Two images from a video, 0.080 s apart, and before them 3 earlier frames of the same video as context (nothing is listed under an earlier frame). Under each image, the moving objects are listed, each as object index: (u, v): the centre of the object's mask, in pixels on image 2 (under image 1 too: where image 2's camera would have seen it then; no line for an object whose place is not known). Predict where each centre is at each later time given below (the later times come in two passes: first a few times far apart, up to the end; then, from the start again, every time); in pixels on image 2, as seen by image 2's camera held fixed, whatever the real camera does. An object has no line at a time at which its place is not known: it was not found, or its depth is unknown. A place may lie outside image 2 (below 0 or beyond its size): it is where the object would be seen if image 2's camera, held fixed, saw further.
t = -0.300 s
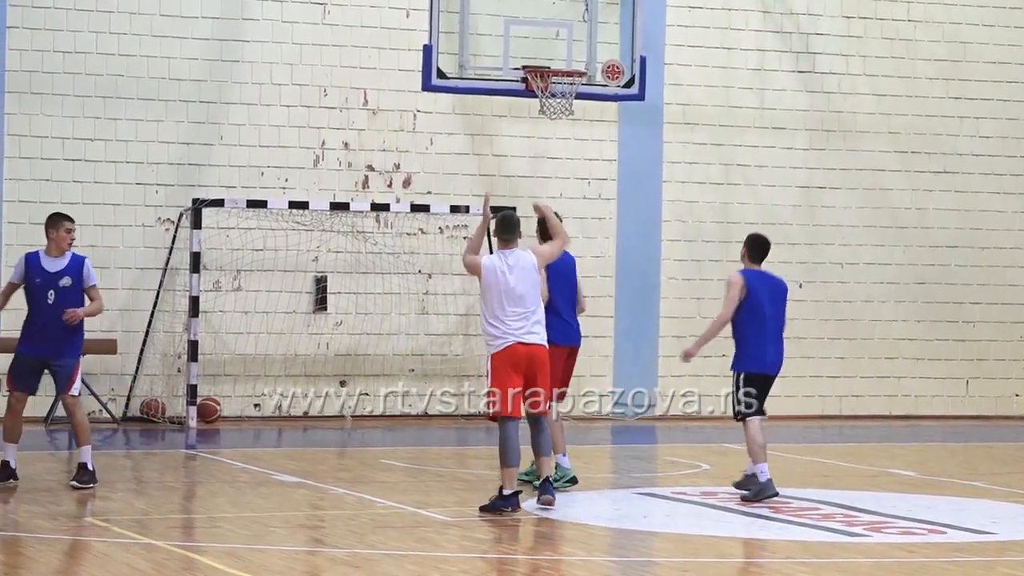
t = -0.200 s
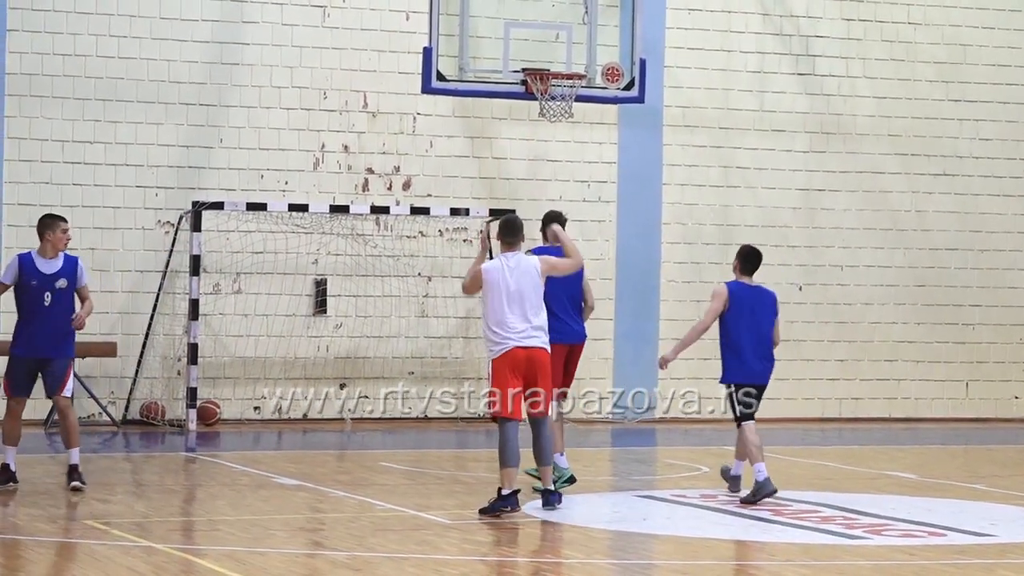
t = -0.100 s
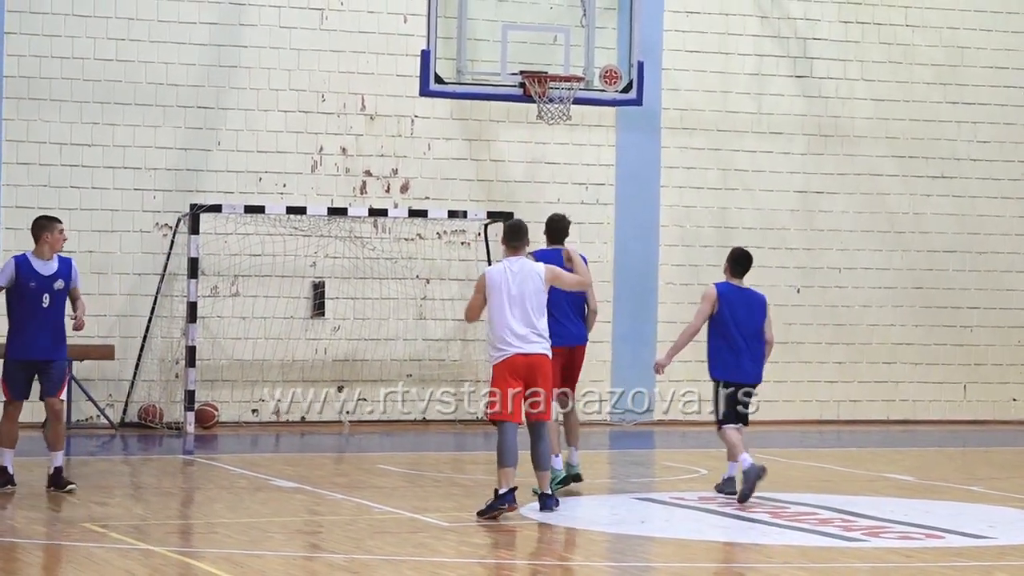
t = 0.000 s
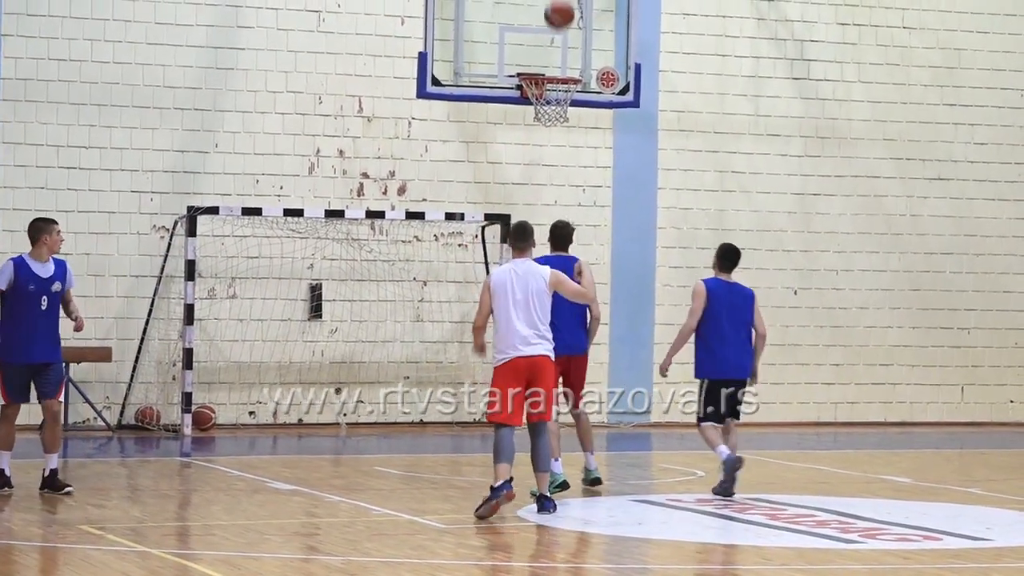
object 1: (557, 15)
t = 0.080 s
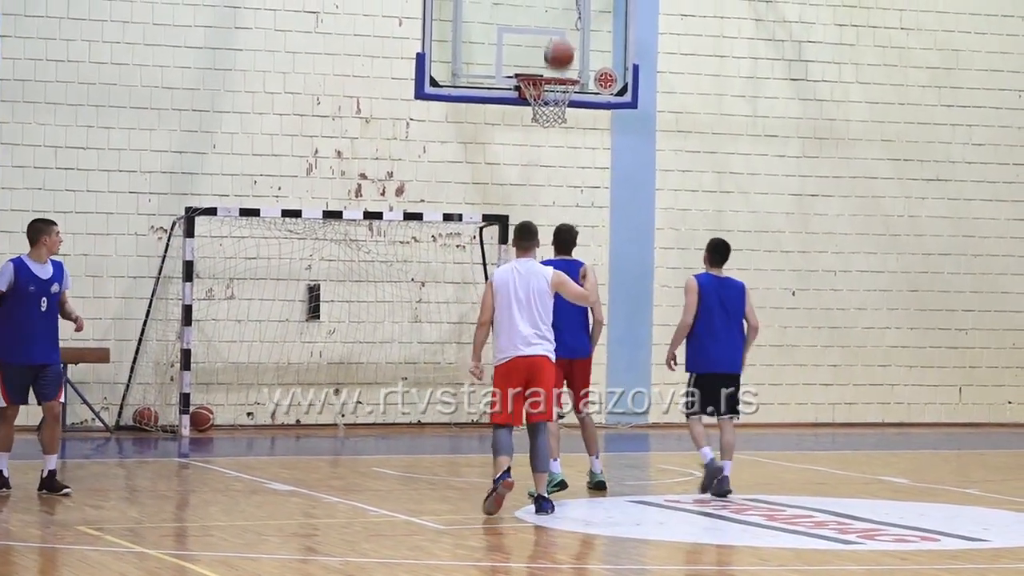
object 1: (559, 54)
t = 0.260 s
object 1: (545, 91)
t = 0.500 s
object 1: (536, 100)
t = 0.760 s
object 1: (559, 123)
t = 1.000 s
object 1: (569, 195)
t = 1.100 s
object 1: (572, 246)
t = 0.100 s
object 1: (559, 65)
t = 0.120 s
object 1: (559, 67)
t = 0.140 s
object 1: (558, 68)
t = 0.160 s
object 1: (557, 70)
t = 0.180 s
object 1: (557, 72)
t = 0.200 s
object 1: (554, 82)
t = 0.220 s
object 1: (550, 84)
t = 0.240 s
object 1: (546, 86)
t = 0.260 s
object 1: (545, 91)
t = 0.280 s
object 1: (539, 91)
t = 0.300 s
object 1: (540, 90)
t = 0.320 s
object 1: (530, 95)
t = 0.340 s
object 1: (531, 92)
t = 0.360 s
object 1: (528, 94)
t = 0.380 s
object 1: (529, 94)
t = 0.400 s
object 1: (529, 94)
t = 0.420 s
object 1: (529, 94)
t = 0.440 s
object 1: (530, 95)
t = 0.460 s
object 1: (532, 96)
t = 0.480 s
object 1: (533, 97)
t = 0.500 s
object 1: (536, 100)
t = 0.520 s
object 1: (538, 100)
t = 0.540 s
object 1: (540, 100)
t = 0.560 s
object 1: (542, 104)
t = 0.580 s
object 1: (545, 106)
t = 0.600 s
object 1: (547, 108)
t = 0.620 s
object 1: (549, 109)
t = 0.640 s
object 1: (551, 111)
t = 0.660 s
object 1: (553, 113)
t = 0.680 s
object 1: (554, 115)
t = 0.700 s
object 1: (556, 116)
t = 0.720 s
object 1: (558, 117)
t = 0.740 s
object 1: (559, 120)
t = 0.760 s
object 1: (559, 123)
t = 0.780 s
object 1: (561, 126)
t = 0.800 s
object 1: (561, 131)
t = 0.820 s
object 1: (562, 135)
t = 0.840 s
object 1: (563, 139)
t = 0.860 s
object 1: (564, 145)
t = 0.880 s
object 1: (564, 150)
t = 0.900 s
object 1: (565, 156)
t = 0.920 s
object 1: (566, 163)
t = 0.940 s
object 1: (567, 170)
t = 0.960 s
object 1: (567, 178)
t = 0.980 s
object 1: (568, 187)
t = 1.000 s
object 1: (569, 195)
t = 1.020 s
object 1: (570, 204)
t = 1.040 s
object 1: (571, 214)
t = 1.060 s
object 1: (571, 224)
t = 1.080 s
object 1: (572, 235)
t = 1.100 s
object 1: (572, 246)
